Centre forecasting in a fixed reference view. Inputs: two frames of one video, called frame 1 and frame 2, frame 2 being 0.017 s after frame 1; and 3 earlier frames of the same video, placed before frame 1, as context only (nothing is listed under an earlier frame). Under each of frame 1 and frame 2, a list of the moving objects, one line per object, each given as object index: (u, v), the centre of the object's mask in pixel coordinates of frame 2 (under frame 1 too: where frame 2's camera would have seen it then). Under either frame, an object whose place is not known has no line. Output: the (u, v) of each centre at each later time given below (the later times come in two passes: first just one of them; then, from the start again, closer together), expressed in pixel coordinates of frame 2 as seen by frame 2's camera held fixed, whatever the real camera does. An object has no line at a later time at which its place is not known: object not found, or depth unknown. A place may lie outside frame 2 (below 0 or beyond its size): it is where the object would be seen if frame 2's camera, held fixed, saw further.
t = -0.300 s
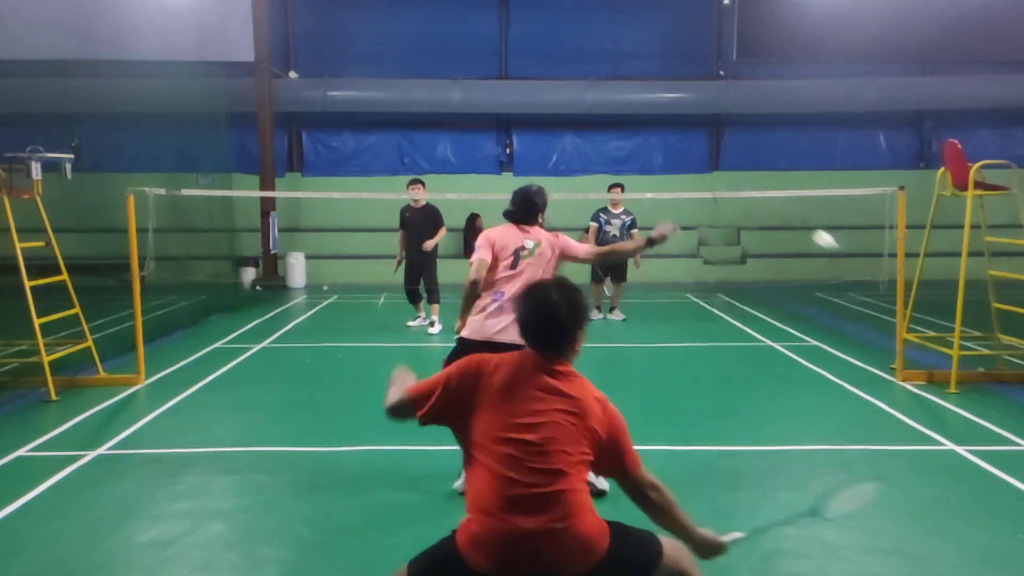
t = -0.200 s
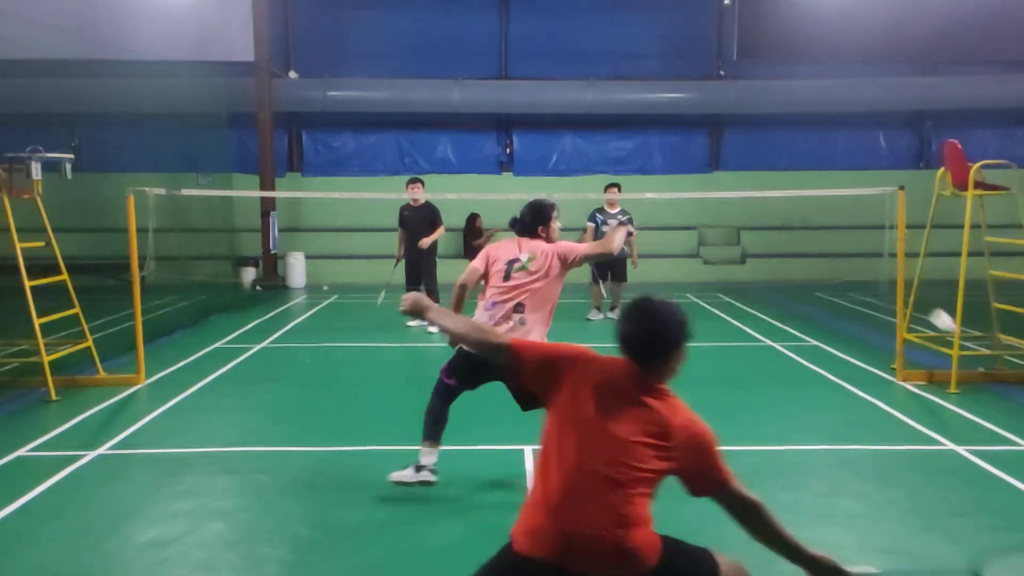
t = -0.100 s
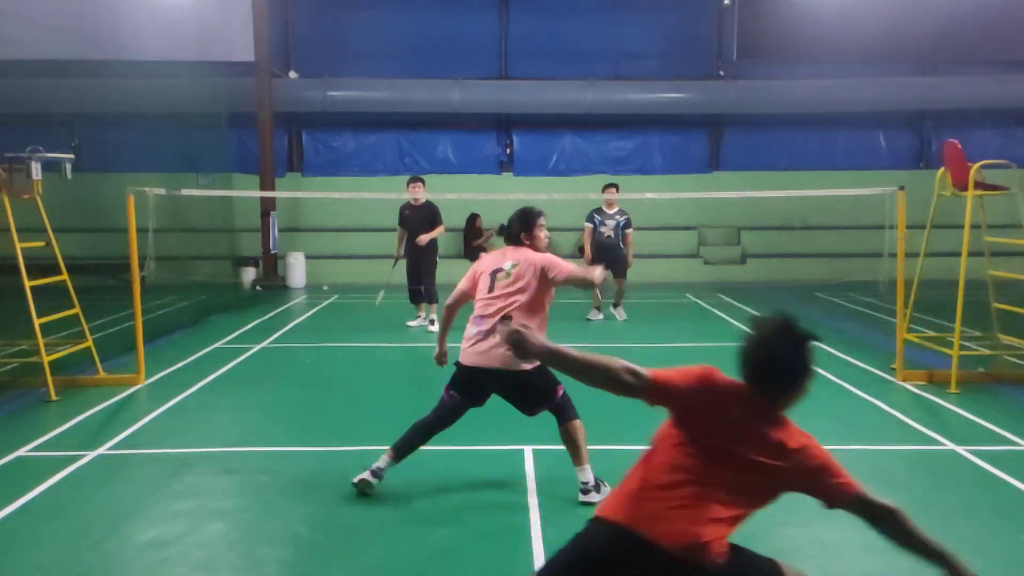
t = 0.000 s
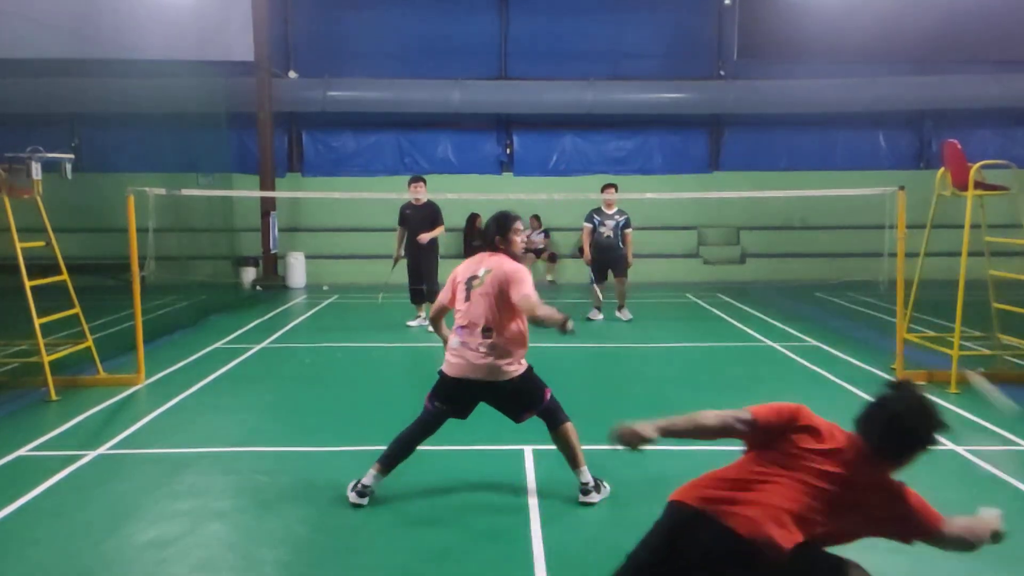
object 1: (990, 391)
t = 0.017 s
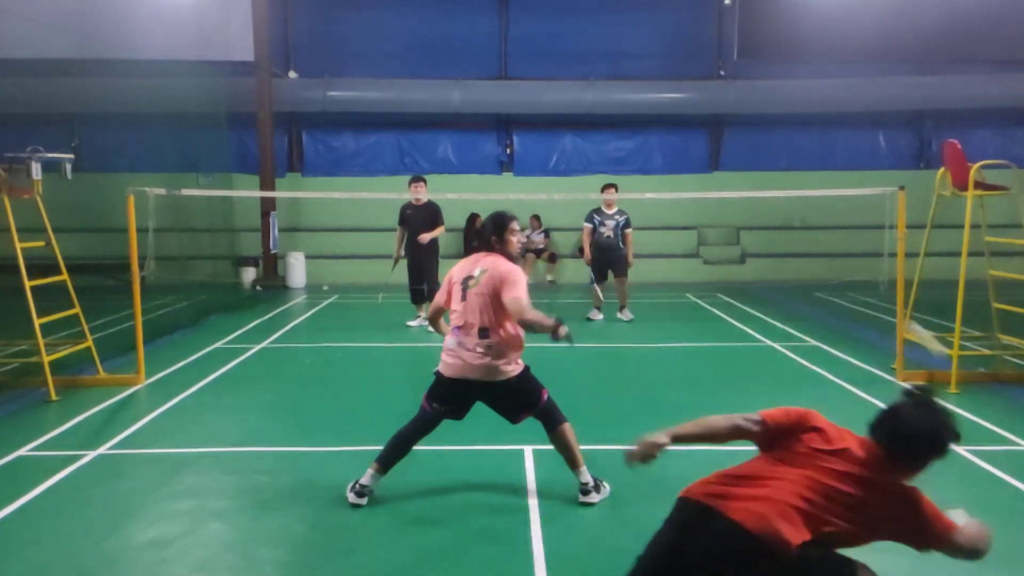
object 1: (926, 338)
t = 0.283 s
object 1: (628, 107)
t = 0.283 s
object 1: (628, 107)
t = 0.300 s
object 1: (621, 104)
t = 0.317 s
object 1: (615, 102)
